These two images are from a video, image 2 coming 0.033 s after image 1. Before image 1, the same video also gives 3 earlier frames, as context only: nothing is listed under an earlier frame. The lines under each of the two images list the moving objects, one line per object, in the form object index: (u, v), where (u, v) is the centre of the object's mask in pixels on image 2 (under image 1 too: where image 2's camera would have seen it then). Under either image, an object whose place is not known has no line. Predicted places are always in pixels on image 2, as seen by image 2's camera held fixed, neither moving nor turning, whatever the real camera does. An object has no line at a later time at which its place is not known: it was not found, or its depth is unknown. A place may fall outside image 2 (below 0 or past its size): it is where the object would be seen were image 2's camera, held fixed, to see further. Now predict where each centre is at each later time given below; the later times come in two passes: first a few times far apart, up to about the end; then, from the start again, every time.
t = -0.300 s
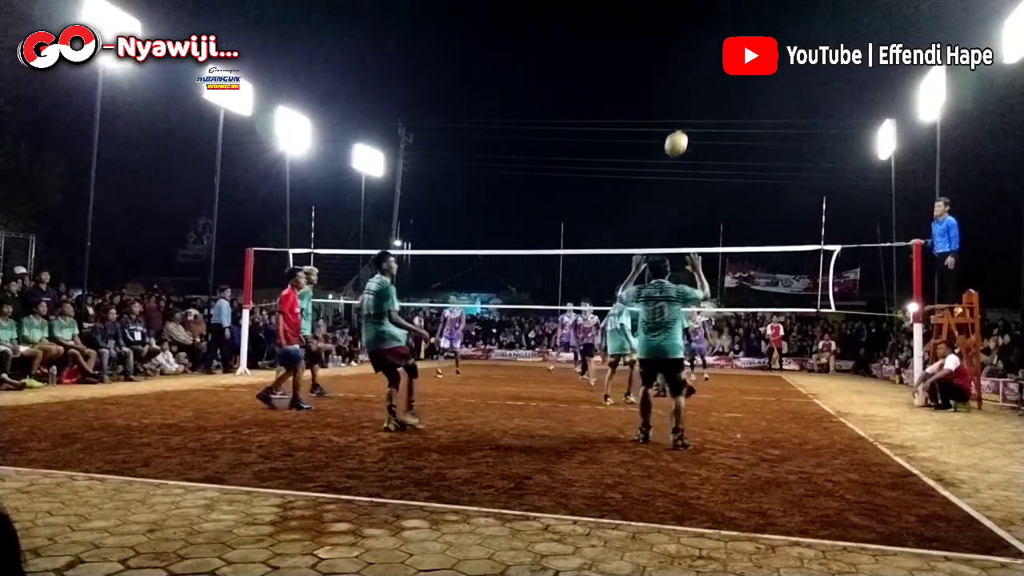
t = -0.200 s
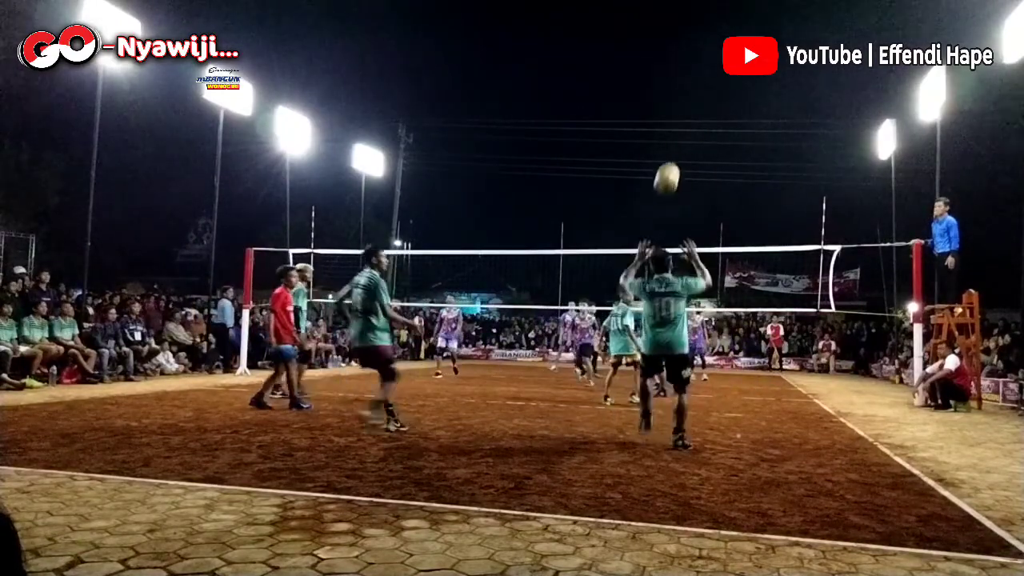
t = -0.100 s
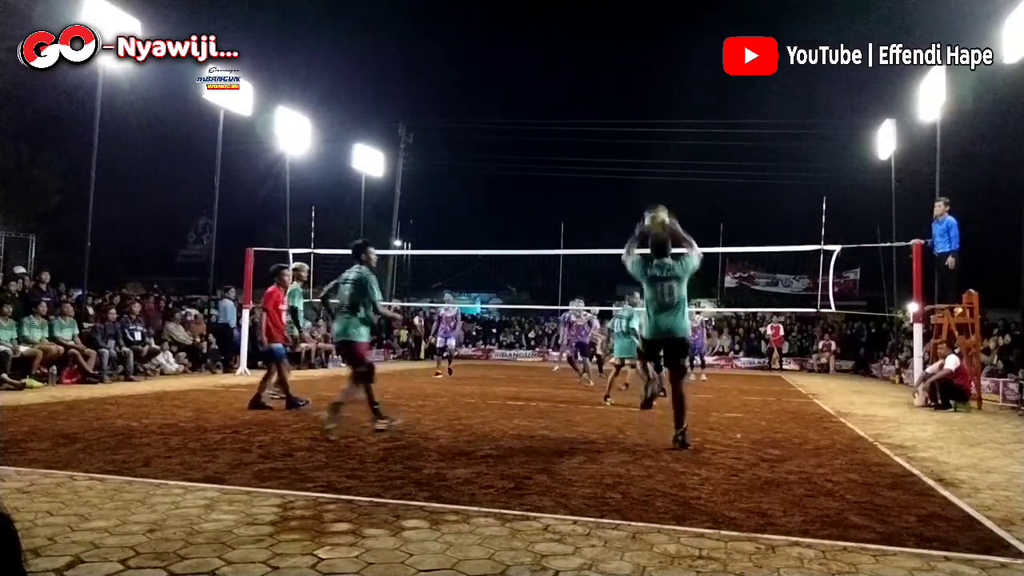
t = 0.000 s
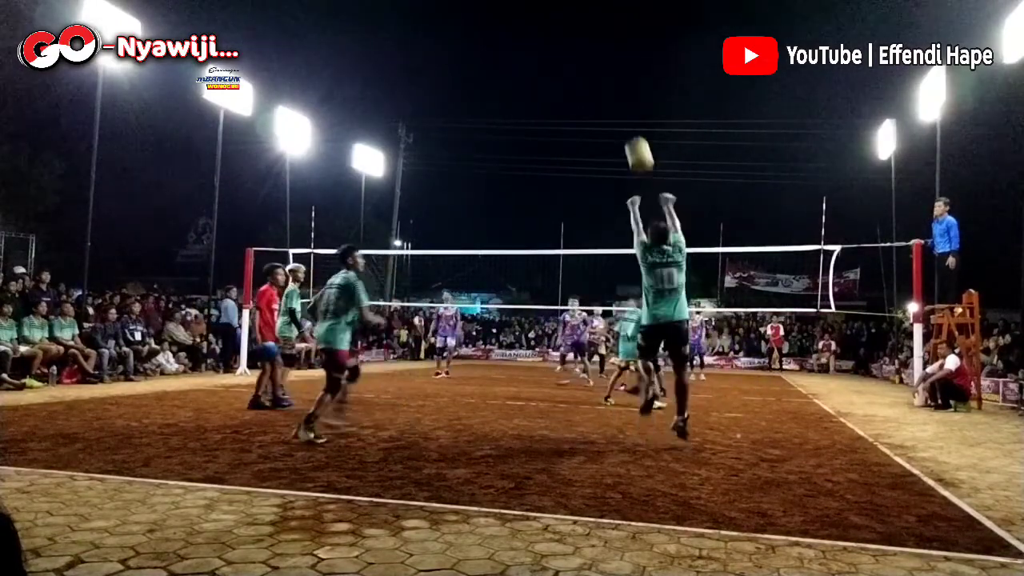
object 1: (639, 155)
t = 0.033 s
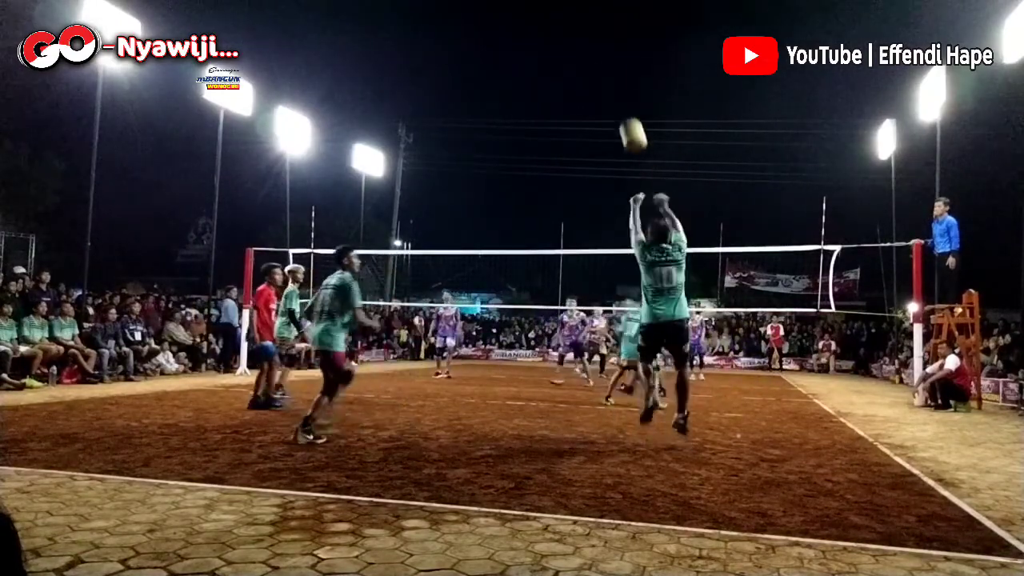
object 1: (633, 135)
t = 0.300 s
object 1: (592, 42)
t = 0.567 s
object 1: (559, 26)
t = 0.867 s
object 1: (529, 75)
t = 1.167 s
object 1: (503, 175)
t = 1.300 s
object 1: (493, 232)
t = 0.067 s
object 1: (627, 118)
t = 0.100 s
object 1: (621, 103)
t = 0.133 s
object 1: (616, 89)
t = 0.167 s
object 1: (611, 76)
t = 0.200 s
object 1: (605, 65)
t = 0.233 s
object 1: (601, 56)
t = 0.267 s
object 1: (596, 48)
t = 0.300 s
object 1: (592, 42)
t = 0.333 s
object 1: (587, 36)
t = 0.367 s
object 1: (583, 31)
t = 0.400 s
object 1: (579, 28)
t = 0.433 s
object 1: (575, 26)
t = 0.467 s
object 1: (571, 24)
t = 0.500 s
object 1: (567, 24)
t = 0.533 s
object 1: (563, 25)
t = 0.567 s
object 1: (559, 26)
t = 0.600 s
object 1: (556, 28)
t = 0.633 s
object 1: (552, 31)
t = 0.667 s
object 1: (548, 36)
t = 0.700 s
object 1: (545, 40)
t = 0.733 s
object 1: (542, 46)
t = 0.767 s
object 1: (538, 52)
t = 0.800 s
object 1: (535, 59)
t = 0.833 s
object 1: (532, 67)
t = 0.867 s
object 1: (529, 75)
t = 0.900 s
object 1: (526, 84)
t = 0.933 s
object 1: (523, 93)
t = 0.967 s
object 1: (519, 104)
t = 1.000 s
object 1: (517, 115)
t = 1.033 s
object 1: (514, 126)
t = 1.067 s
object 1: (511, 137)
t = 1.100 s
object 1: (508, 149)
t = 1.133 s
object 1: (505, 162)
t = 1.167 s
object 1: (503, 175)
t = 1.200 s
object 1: (500, 189)
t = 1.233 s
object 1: (498, 203)
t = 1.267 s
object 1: (495, 218)
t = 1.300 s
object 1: (493, 232)
